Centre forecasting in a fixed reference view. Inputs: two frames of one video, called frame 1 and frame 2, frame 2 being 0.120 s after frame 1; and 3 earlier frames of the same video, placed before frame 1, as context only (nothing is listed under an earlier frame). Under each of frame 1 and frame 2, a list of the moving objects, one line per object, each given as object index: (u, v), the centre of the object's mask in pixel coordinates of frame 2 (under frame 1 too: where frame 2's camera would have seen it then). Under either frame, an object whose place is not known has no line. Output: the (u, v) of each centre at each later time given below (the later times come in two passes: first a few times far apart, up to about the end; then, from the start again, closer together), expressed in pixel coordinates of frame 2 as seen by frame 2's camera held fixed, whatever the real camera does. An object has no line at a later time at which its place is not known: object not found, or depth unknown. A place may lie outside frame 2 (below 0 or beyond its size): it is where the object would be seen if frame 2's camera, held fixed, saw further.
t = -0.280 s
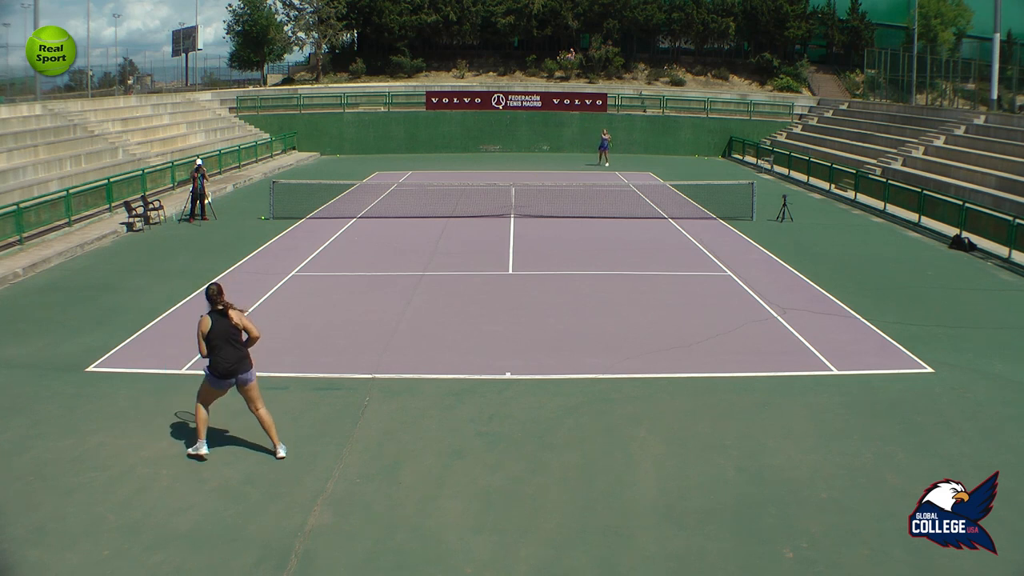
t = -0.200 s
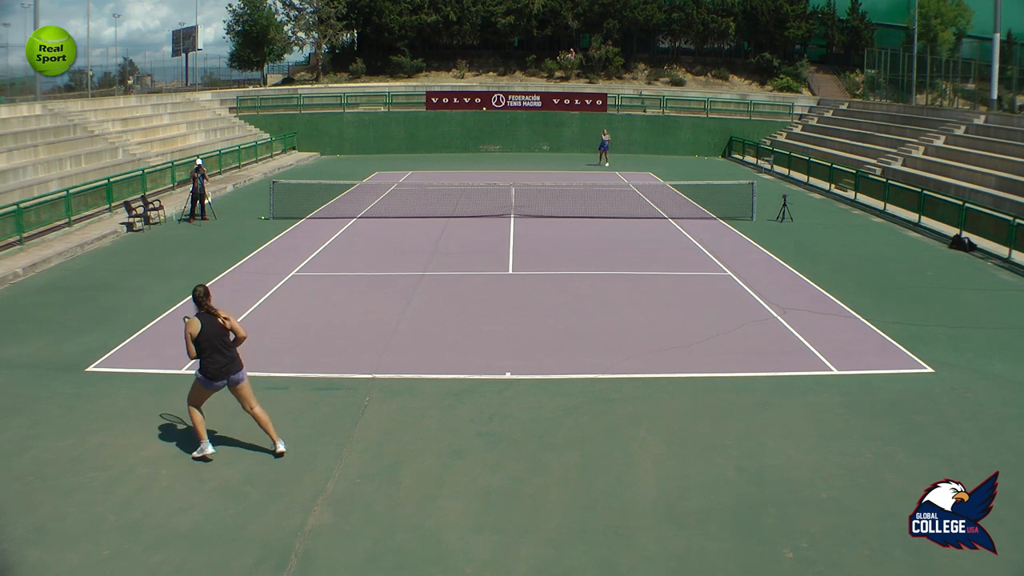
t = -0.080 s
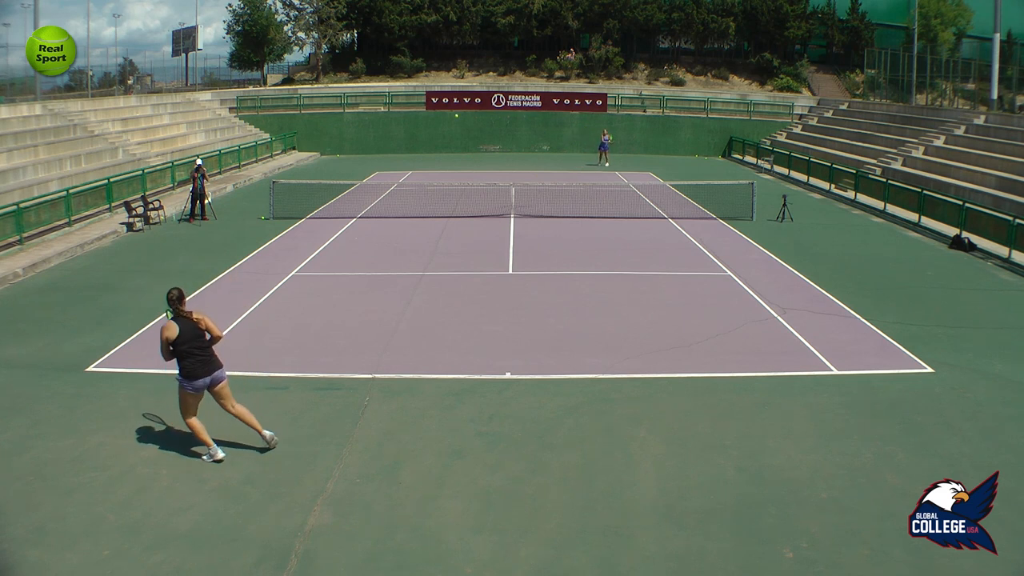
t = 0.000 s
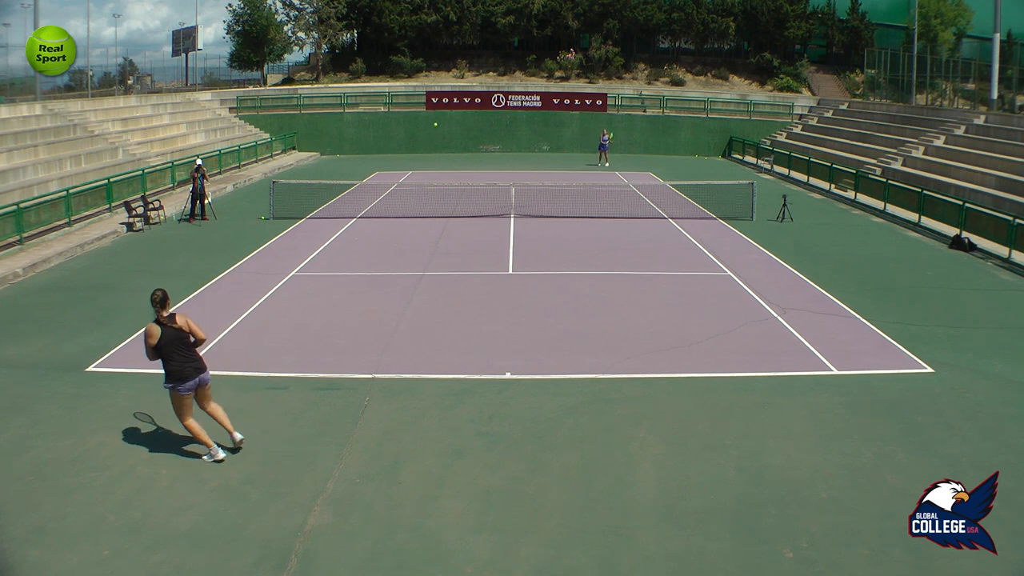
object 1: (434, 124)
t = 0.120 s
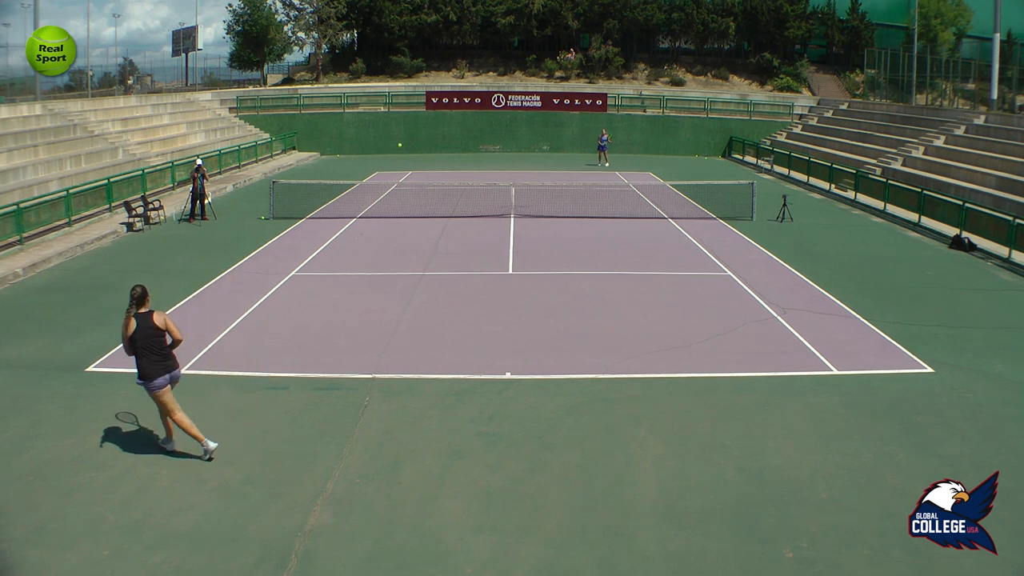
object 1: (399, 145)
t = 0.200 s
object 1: (373, 164)
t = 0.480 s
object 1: (255, 289)
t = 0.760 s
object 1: (147, 263)
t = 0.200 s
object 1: (373, 164)
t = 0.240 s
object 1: (358, 177)
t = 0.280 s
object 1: (342, 191)
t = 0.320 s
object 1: (326, 206)
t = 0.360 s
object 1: (310, 223)
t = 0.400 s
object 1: (292, 243)
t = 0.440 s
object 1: (274, 265)
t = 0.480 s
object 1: (255, 289)
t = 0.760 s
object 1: (147, 263)
